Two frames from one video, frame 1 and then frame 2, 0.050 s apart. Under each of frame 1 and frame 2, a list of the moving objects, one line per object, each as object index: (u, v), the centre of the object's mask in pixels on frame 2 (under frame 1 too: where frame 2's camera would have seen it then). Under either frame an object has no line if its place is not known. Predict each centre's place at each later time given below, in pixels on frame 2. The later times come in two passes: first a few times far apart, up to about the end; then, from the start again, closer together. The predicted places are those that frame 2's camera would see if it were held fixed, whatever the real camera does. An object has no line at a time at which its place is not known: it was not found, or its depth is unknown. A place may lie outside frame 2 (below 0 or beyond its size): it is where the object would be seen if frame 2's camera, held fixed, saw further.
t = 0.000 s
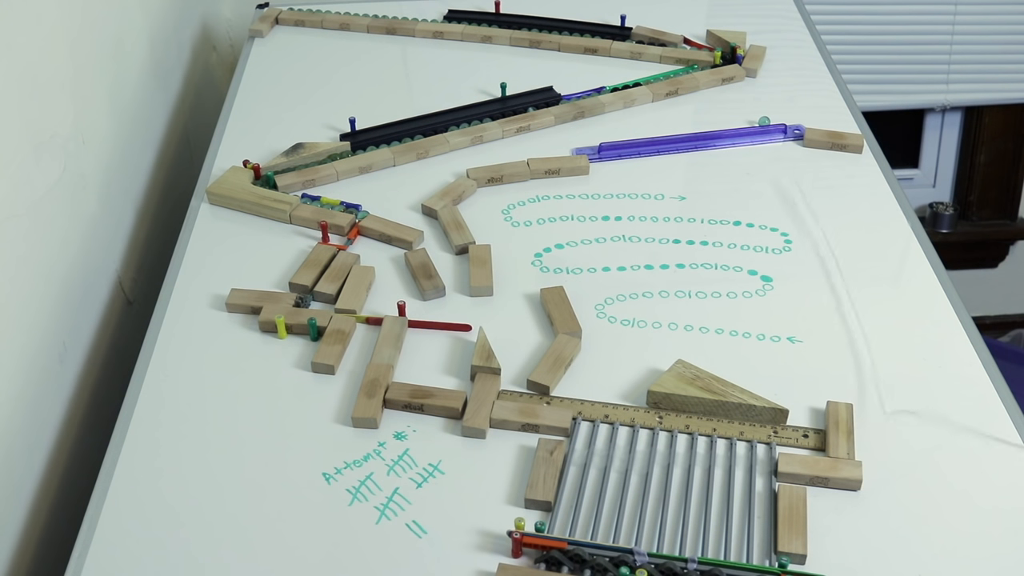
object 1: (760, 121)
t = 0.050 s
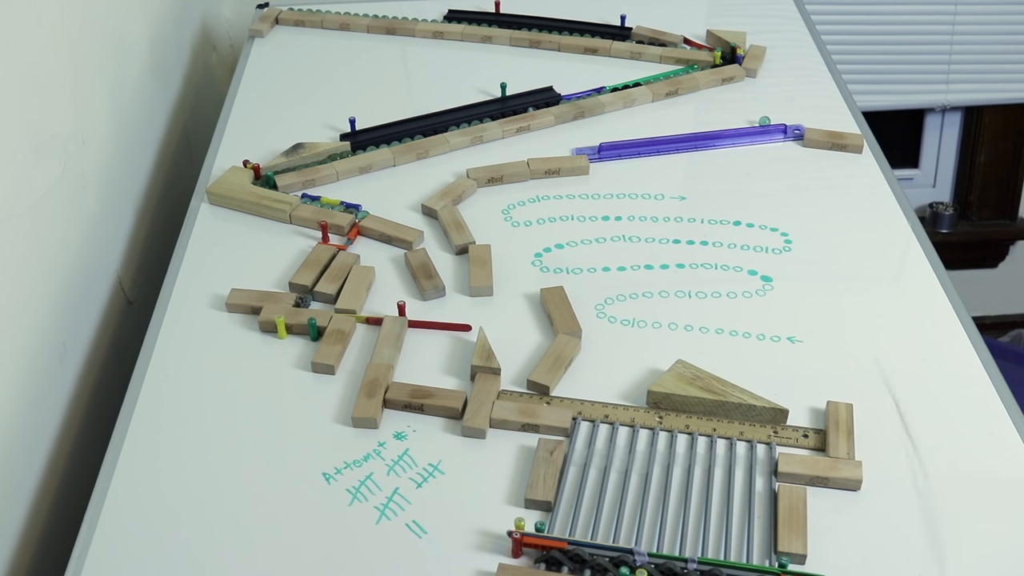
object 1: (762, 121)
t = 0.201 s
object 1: (761, 121)
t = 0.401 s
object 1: (759, 121)
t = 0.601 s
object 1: (748, 123)
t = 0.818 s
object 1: (732, 124)
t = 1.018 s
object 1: (712, 126)
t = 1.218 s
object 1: (685, 129)
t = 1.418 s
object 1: (656, 132)
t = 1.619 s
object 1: (620, 136)
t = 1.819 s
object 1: (581, 141)
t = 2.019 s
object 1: (542, 154)
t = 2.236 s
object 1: (498, 161)
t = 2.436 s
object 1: (452, 172)
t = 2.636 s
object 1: (402, 202)
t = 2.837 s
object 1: (390, 217)
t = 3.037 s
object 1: (406, 222)
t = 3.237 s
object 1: (437, 236)
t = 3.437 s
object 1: (454, 279)
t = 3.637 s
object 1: (487, 306)
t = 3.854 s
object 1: (538, 312)
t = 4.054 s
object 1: (536, 353)
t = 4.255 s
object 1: (505, 394)
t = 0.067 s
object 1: (761, 121)
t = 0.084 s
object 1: (761, 121)
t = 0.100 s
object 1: (762, 121)
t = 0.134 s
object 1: (762, 121)
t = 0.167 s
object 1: (761, 121)
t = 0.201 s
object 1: (761, 121)
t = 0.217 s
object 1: (761, 121)
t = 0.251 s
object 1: (762, 121)
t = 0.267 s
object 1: (762, 121)
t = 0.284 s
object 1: (761, 121)
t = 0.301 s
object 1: (761, 121)
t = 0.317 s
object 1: (761, 121)
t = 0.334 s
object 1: (761, 121)
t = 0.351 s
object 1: (761, 121)
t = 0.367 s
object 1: (760, 121)
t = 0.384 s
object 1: (760, 121)
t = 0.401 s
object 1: (759, 121)
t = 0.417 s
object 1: (759, 121)
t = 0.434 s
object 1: (758, 122)
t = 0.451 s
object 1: (757, 122)
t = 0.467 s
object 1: (757, 122)
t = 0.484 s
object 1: (755, 122)
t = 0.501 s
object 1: (754, 122)
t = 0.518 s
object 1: (754, 122)
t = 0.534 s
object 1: (753, 122)
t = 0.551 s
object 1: (752, 122)
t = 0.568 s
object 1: (751, 122)
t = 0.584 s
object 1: (750, 122)
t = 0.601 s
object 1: (748, 123)
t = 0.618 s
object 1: (749, 123)
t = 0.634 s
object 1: (748, 123)
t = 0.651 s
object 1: (747, 123)
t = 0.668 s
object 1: (744, 123)
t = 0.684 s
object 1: (744, 123)
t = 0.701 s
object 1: (742, 123)
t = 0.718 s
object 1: (740, 123)
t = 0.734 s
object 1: (739, 123)
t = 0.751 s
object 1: (738, 123)
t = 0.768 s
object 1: (736, 124)
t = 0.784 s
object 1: (735, 124)
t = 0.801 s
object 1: (733, 124)
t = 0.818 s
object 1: (732, 124)
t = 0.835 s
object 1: (730, 124)
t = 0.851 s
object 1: (728, 124)
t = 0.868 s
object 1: (726, 125)
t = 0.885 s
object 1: (725, 125)
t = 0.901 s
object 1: (723, 125)
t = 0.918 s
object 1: (721, 125)
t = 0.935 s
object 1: (720, 125)
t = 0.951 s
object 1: (718, 126)
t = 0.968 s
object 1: (716, 126)
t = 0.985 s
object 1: (714, 126)
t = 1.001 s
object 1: (713, 126)
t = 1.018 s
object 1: (712, 126)
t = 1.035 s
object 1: (709, 126)
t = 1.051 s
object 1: (707, 127)
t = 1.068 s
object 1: (705, 127)
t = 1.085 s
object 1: (703, 127)
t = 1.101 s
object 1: (701, 127)
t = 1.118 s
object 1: (700, 128)
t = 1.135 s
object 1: (697, 128)
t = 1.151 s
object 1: (695, 128)
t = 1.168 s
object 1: (692, 128)
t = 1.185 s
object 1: (690, 128)
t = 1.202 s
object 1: (688, 129)
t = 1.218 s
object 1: (685, 129)
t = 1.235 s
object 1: (683, 129)
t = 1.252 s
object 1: (681, 130)
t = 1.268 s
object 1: (679, 130)
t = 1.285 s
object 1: (676, 130)
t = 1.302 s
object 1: (674, 130)
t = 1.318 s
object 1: (671, 130)
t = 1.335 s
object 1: (669, 131)
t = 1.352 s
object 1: (666, 131)
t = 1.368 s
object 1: (663, 131)
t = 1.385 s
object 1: (662, 132)
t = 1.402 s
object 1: (658, 132)
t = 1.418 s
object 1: (656, 132)
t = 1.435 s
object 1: (652, 132)
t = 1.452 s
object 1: (648, 133)
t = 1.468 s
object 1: (646, 133)
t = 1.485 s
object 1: (643, 133)
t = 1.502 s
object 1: (640, 133)
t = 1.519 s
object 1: (637, 134)
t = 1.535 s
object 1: (634, 134)
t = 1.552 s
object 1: (631, 134)
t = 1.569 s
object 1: (629, 135)
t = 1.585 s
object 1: (626, 135)
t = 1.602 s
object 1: (623, 135)
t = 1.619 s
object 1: (620, 136)
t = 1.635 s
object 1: (617, 136)
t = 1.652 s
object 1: (613, 136)
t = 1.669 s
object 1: (611, 137)
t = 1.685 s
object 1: (607, 137)
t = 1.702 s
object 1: (604, 138)
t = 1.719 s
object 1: (600, 138)
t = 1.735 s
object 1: (597, 139)
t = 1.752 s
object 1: (594, 139)
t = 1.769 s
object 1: (591, 140)
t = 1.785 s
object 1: (589, 140)
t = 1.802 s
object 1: (584, 140)
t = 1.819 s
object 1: (581, 141)
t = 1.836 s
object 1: (578, 141)
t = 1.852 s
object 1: (574, 142)
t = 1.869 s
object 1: (570, 143)
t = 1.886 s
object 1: (569, 143)
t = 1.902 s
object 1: (564, 145)
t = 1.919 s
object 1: (560, 146)
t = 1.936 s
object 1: (557, 148)
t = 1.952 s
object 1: (554, 149)
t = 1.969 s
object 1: (552, 150)
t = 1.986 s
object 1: (549, 152)
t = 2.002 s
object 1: (544, 153)
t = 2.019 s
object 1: (542, 154)
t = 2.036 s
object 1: (540, 155)
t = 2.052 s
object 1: (538, 155)
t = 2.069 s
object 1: (534, 155)
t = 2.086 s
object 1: (530, 156)
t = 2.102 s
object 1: (526, 157)
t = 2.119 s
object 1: (522, 157)
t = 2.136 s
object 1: (520, 158)
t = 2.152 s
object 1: (517, 159)
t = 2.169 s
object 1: (513, 159)
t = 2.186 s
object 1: (509, 160)
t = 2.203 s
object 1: (505, 160)
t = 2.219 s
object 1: (502, 161)
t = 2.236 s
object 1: (498, 161)
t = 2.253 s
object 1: (495, 161)
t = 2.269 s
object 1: (491, 162)
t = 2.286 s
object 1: (487, 163)
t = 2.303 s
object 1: (484, 163)
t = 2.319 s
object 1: (480, 164)
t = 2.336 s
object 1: (476, 164)
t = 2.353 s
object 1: (472, 165)
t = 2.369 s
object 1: (467, 167)
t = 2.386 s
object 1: (464, 169)
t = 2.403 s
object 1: (461, 170)
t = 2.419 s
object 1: (456, 172)
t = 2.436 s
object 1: (452, 172)
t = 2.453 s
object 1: (448, 174)
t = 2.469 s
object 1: (444, 175)
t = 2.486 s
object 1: (440, 177)
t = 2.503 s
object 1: (435, 179)
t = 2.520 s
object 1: (431, 181)
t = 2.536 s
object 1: (427, 183)
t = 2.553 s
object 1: (423, 186)
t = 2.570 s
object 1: (419, 189)
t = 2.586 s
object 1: (414, 192)
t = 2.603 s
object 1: (410, 195)
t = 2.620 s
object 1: (406, 199)
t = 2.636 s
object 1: (402, 202)
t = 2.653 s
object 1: (398, 206)
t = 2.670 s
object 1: (393, 211)
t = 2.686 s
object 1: (390, 214)
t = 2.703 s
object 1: (387, 216)
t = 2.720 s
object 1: (387, 216)
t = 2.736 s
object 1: (387, 216)
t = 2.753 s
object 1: (387, 216)
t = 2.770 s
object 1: (388, 216)
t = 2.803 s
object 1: (389, 216)
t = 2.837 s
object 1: (390, 217)
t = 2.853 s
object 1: (391, 217)
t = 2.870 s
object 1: (392, 217)
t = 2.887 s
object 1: (392, 218)
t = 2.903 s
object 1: (393, 218)
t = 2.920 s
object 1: (395, 218)
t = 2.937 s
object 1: (396, 219)
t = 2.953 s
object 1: (397, 219)
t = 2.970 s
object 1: (399, 220)
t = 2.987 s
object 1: (400, 220)
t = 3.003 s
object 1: (402, 221)
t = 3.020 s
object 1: (404, 221)
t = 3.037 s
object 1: (406, 222)
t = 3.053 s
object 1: (408, 222)
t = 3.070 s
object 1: (410, 223)
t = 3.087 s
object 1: (412, 224)
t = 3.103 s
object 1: (415, 225)
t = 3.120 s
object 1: (417, 225)
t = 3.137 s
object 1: (420, 226)
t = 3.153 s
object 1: (424, 228)
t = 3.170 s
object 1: (426, 230)
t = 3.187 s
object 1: (428, 231)
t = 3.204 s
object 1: (431, 233)
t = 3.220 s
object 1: (434, 234)
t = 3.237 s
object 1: (437, 236)
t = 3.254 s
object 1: (440, 238)
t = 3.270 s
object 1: (442, 241)
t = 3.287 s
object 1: (443, 243)
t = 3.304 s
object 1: (444, 246)
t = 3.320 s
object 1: (445, 249)
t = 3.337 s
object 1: (446, 252)
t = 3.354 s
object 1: (447, 256)
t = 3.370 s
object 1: (449, 260)
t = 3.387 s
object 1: (450, 264)
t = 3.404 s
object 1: (451, 269)
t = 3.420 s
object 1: (452, 273)
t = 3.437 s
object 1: (454, 279)
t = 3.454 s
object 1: (456, 285)
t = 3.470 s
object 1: (457, 290)
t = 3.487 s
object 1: (458, 296)
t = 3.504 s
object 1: (459, 303)
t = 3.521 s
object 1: (461, 309)
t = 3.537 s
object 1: (463, 316)
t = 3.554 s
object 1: (465, 318)
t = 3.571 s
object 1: (470, 315)
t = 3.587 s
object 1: (475, 312)
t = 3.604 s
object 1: (478, 310)
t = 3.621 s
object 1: (482, 308)
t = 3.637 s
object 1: (487, 306)
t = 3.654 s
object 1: (492, 304)
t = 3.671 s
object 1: (496, 303)
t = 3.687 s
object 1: (499, 303)
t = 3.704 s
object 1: (504, 303)
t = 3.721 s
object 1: (509, 302)
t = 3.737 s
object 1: (512, 303)
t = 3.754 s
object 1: (517, 303)
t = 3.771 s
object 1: (521, 304)
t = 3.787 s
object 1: (526, 305)
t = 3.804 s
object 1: (529, 306)
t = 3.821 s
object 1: (535, 308)
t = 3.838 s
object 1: (537, 310)
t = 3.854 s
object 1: (538, 312)
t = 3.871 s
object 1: (539, 314)
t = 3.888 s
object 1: (540, 317)
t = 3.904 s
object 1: (541, 320)
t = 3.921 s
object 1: (542, 323)
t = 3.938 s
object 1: (543, 326)
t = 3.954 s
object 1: (545, 331)
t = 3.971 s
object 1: (545, 334)
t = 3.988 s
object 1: (545, 338)
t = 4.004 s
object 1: (544, 342)
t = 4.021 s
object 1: (541, 345)
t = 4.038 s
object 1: (538, 349)
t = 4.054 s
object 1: (536, 353)
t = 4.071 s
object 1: (533, 357)
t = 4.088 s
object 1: (530, 362)
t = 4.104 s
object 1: (527, 367)
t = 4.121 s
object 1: (523, 371)
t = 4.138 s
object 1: (520, 377)
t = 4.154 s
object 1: (517, 382)
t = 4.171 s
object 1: (514, 381)
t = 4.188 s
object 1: (510, 380)
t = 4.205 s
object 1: (507, 383)
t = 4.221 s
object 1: (506, 388)
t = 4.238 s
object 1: (506, 392)
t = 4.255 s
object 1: (505, 394)
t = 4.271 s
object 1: (506, 394)
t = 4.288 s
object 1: (506, 394)
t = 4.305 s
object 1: (507, 395)
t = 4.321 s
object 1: (507, 395)
